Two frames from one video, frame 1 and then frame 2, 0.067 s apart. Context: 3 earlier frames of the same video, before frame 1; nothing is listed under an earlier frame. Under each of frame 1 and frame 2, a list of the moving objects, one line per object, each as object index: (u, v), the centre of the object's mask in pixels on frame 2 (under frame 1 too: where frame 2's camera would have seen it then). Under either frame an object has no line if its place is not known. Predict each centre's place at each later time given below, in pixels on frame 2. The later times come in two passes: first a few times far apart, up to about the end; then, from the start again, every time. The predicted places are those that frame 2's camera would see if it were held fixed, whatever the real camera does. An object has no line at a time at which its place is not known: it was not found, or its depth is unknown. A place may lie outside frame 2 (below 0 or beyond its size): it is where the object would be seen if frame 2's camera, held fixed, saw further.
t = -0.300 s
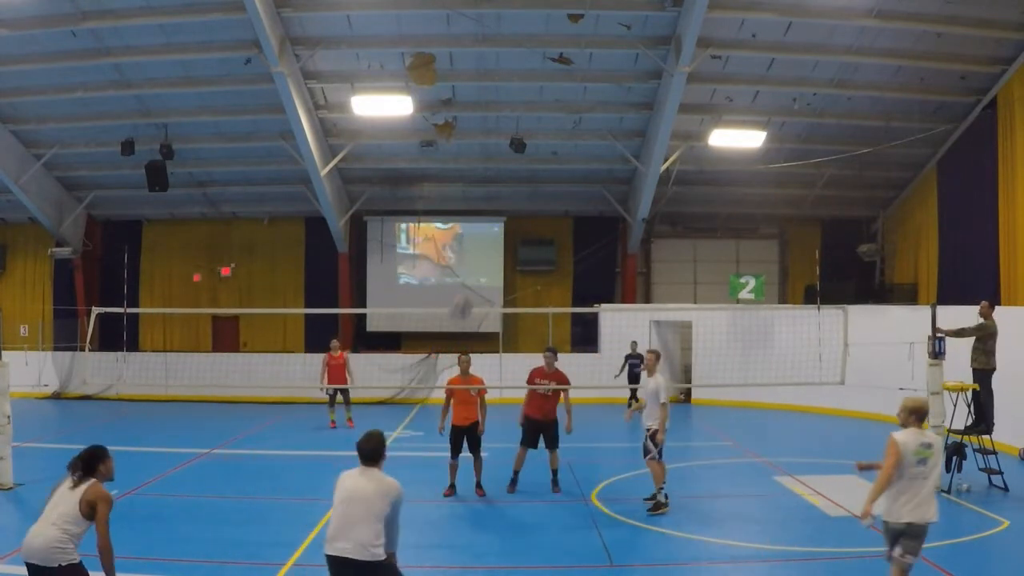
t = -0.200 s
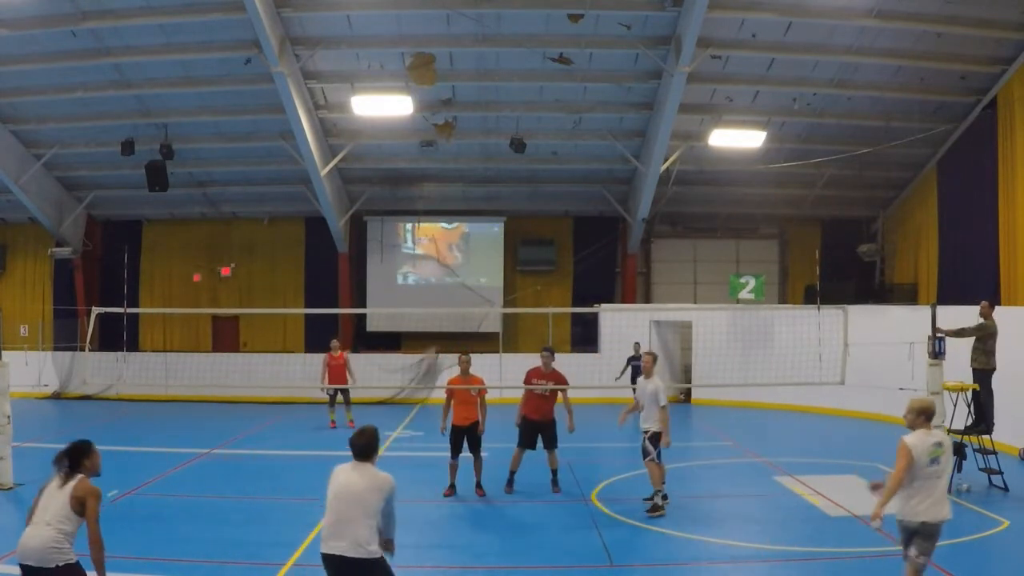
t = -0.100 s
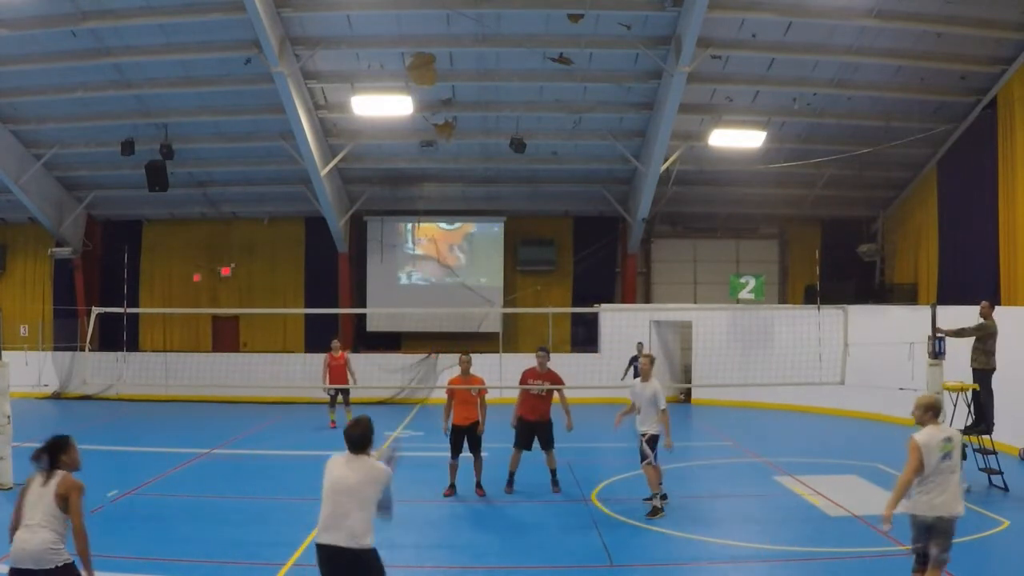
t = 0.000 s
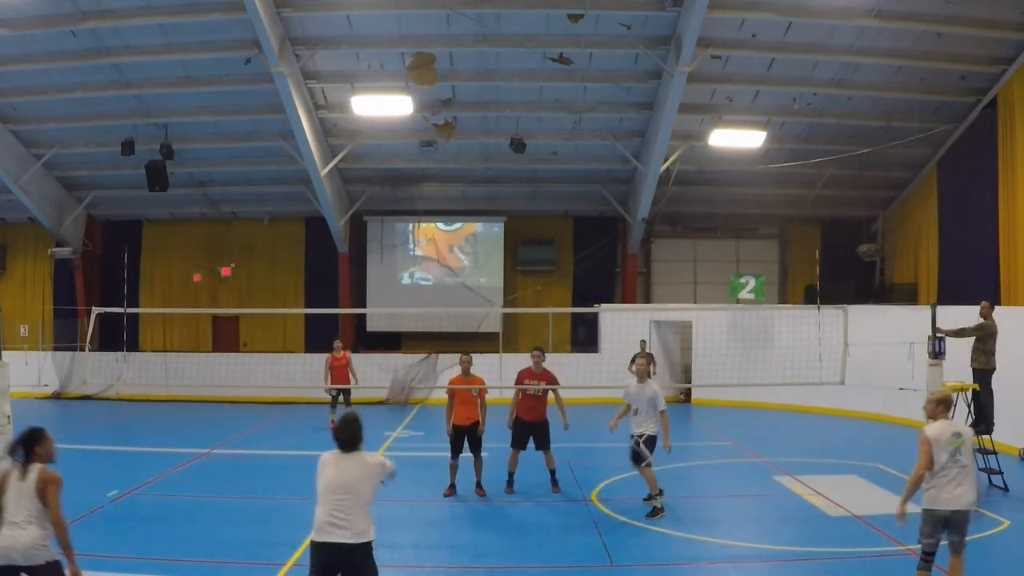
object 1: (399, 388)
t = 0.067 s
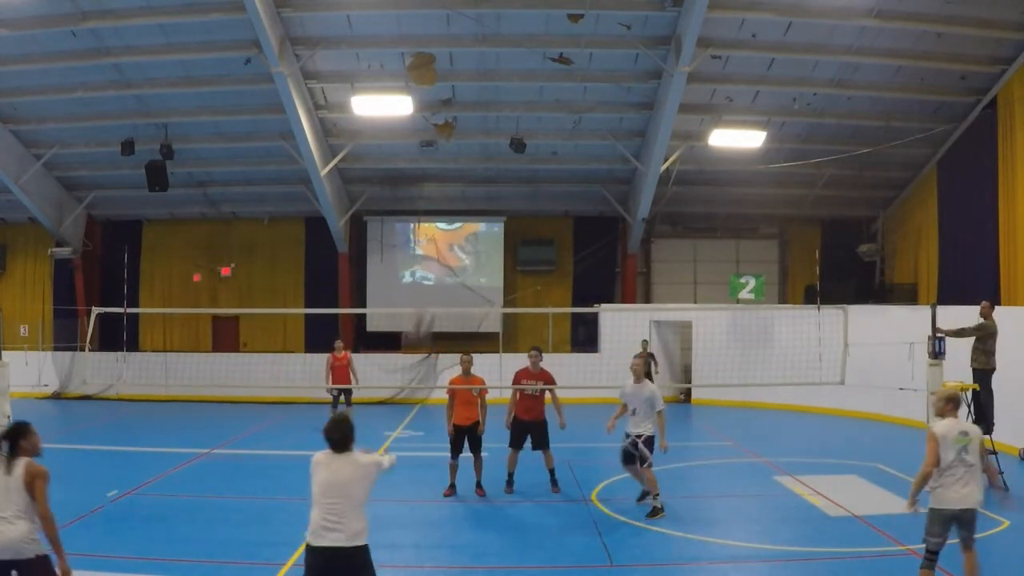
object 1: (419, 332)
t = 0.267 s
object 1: (473, 186)
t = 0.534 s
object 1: (531, 101)
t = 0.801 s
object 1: (582, 99)
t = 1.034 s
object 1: (623, 157)
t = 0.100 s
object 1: (432, 297)
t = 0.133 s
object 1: (434, 271)
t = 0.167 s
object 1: (445, 249)
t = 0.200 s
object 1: (455, 221)
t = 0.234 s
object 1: (464, 203)
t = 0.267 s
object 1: (473, 186)
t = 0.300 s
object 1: (481, 168)
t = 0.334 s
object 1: (486, 153)
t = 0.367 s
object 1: (496, 141)
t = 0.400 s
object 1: (504, 128)
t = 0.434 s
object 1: (511, 119)
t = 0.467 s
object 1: (518, 111)
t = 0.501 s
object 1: (524, 104)
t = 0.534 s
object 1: (531, 101)
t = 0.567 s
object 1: (538, 95)
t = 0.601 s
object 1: (544, 93)
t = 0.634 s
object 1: (551, 91)
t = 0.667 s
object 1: (558, 91)
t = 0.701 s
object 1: (564, 91)
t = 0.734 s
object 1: (570, 93)
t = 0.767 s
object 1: (577, 95)
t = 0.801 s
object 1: (582, 99)
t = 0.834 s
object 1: (588, 105)
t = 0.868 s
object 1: (595, 111)
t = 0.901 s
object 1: (600, 118)
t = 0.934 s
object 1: (606, 127)
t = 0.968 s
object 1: (612, 137)
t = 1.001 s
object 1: (618, 147)
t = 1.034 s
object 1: (623, 157)
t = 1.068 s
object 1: (626, 169)
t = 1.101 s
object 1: (630, 183)
